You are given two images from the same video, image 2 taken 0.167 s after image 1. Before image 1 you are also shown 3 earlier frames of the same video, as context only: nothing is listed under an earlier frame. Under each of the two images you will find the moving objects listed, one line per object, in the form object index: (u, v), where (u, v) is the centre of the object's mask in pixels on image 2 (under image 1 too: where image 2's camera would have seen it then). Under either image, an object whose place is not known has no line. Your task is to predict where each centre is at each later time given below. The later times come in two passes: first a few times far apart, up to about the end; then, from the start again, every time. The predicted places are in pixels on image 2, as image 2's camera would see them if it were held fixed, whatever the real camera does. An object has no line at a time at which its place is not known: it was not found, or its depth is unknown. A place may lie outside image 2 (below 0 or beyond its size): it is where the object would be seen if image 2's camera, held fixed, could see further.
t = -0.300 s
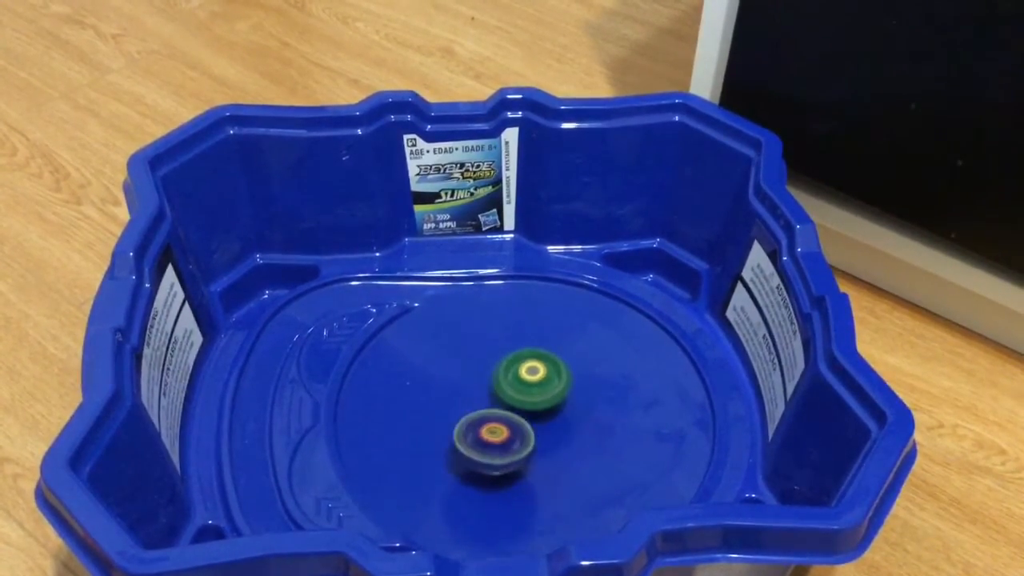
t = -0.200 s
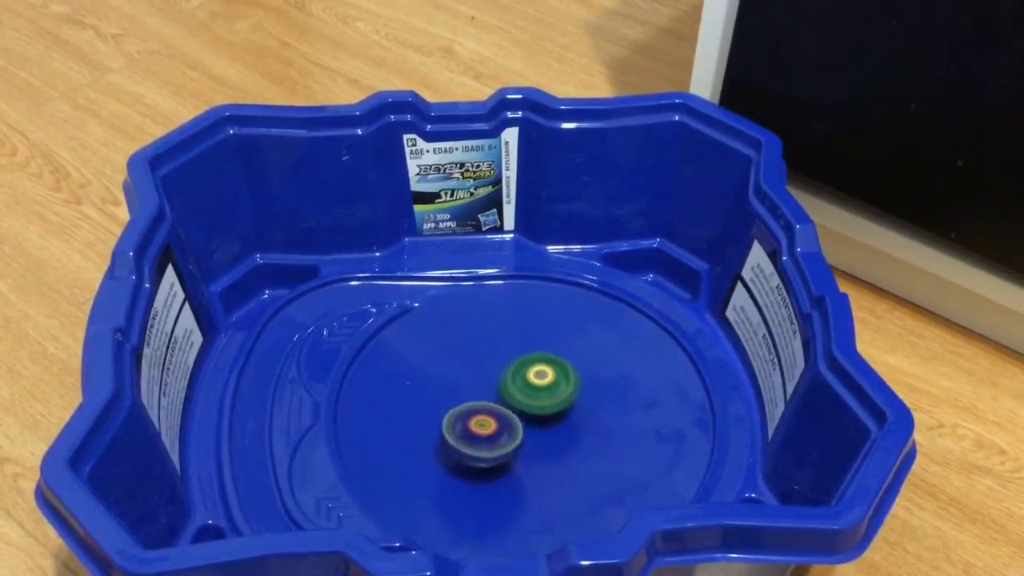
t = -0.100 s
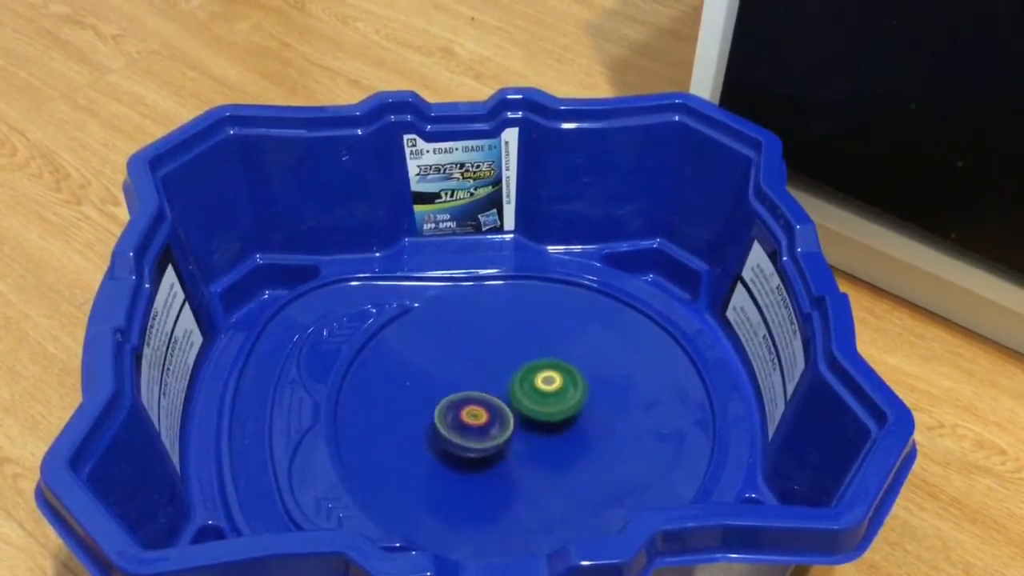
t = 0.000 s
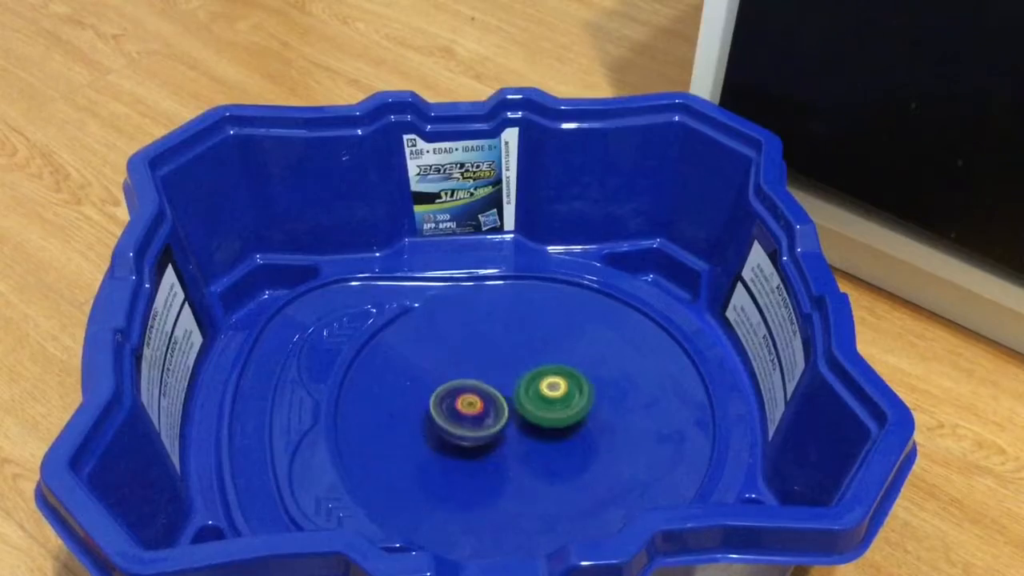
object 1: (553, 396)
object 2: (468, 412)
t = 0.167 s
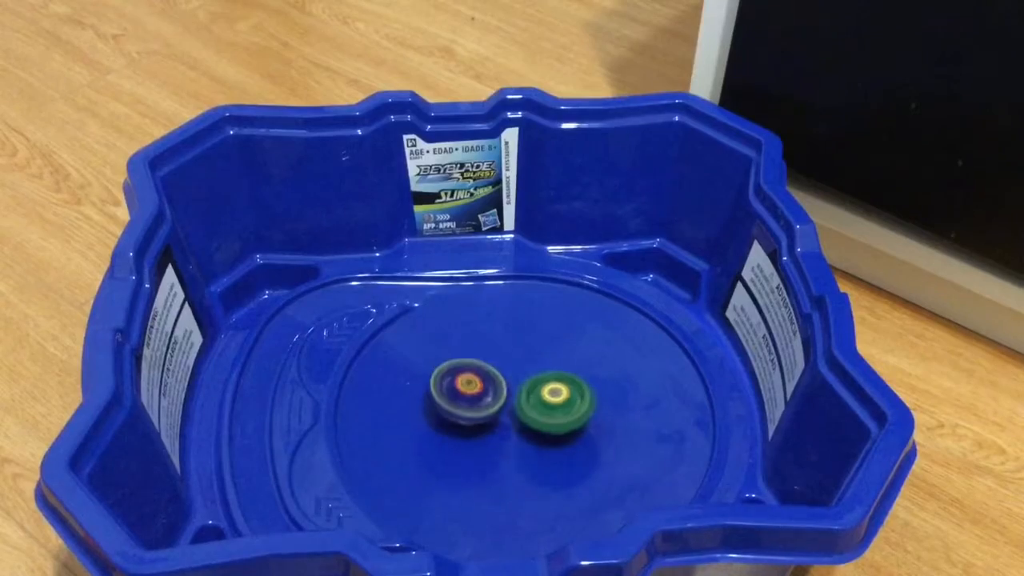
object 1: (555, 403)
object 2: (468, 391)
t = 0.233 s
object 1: (554, 407)
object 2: (471, 383)
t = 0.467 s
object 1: (547, 420)
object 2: (493, 362)
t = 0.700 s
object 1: (534, 428)
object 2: (523, 356)
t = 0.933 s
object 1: (518, 431)
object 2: (551, 367)
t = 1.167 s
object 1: (484, 443)
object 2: (588, 365)
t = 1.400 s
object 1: (474, 441)
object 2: (581, 380)
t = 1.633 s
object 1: (473, 424)
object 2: (564, 407)
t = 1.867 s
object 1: (473, 402)
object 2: (573, 429)
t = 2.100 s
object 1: (494, 390)
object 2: (563, 434)
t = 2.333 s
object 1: (500, 349)
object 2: (559, 465)
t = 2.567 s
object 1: (509, 358)
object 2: (538, 460)
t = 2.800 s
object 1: (516, 373)
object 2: (495, 435)
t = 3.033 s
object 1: (530, 371)
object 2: (443, 427)
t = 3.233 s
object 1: (534, 373)
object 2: (434, 416)
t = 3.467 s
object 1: (558, 380)
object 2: (433, 391)
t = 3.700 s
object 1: (604, 390)
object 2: (409, 375)
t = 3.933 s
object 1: (580, 396)
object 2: (461, 378)
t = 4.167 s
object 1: (584, 396)
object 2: (474, 382)
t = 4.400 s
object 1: (578, 383)
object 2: (483, 401)
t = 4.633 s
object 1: (563, 376)
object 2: (476, 415)
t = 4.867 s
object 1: (548, 369)
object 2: (476, 427)
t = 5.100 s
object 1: (536, 360)
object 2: (487, 427)
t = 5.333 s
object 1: (525, 358)
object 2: (502, 419)
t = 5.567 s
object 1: (516, 361)
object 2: (486, 427)
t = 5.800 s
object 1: (505, 365)
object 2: (486, 443)
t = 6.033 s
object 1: (494, 370)
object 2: (498, 438)
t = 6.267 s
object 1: (491, 361)
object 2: (510, 444)
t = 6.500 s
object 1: (494, 369)
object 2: (523, 446)
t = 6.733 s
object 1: (487, 381)
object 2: (530, 439)
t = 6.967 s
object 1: (473, 381)
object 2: (541, 425)
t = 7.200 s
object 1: (479, 382)
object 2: (554, 419)
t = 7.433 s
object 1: (484, 391)
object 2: (568, 413)
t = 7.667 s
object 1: (473, 395)
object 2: (565, 409)
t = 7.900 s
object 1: (473, 391)
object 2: (557, 402)
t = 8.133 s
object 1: (474, 384)
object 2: (580, 412)
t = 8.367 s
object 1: (475, 390)
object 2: (580, 422)
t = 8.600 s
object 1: (472, 394)
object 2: (546, 423)
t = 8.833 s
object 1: (474, 391)
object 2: (534, 425)
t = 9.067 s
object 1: (484, 381)
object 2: (532, 442)
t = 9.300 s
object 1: (483, 383)
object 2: (524, 439)
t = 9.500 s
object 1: (492, 381)
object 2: (521, 437)
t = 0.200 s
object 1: (554, 405)
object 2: (468, 387)
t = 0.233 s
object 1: (554, 407)
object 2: (471, 383)
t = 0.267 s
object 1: (554, 409)
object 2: (473, 380)
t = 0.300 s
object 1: (553, 411)
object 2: (476, 376)
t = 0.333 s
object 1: (552, 413)
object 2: (478, 373)
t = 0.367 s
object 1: (552, 415)
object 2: (482, 370)
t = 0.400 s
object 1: (550, 417)
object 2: (485, 367)
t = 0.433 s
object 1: (549, 418)
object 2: (489, 365)
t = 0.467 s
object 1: (547, 420)
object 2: (493, 362)
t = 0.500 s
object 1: (545, 422)
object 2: (497, 360)
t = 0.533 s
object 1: (543, 423)
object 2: (501, 359)
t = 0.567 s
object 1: (542, 424)
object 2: (505, 357)
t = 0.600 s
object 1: (540, 426)
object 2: (509, 357)
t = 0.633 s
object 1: (538, 427)
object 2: (514, 356)
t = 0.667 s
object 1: (536, 428)
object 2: (519, 356)
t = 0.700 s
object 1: (534, 428)
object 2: (523, 356)
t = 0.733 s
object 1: (532, 429)
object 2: (527, 357)
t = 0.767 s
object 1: (529, 430)
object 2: (532, 358)
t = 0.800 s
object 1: (527, 430)
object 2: (536, 358)
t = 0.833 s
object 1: (524, 431)
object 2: (540, 361)
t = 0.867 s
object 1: (522, 431)
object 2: (544, 363)
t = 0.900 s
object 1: (521, 431)
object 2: (547, 365)
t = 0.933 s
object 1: (518, 431)
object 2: (551, 367)
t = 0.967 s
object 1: (516, 430)
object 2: (554, 370)
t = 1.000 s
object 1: (511, 432)
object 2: (558, 372)
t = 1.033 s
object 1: (501, 437)
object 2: (569, 368)
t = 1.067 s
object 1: (493, 440)
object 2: (576, 366)
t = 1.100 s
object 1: (490, 441)
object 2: (581, 365)
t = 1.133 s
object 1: (487, 442)
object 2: (585, 365)
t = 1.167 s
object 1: (484, 443)
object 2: (588, 365)
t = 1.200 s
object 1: (482, 444)
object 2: (589, 366)
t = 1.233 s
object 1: (479, 444)
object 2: (590, 367)
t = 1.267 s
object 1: (477, 445)
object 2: (590, 369)
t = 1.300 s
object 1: (476, 444)
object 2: (589, 371)
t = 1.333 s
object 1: (475, 443)
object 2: (587, 374)
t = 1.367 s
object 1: (474, 442)
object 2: (584, 376)
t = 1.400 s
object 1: (474, 441)
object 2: (581, 380)
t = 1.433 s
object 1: (474, 439)
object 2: (578, 384)
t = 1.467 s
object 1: (474, 437)
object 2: (574, 387)
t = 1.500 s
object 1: (476, 434)
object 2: (570, 391)
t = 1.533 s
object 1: (477, 432)
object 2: (566, 396)
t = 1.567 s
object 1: (479, 428)
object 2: (562, 400)
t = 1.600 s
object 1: (479, 426)
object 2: (561, 404)
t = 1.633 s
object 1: (473, 424)
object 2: (564, 407)
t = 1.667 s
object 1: (472, 421)
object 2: (565, 410)
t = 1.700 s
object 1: (473, 418)
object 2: (565, 413)
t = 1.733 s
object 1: (475, 416)
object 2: (564, 416)
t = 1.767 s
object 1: (476, 413)
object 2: (564, 419)
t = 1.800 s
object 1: (471, 408)
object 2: (569, 424)
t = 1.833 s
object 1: (471, 405)
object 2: (572, 427)
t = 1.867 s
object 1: (473, 402)
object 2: (573, 429)
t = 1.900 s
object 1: (474, 400)
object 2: (574, 431)
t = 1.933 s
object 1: (477, 398)
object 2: (574, 433)
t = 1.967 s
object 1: (480, 396)
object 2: (573, 434)
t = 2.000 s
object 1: (483, 394)
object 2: (571, 435)
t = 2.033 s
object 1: (486, 392)
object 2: (569, 435)
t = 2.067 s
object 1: (490, 391)
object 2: (567, 435)
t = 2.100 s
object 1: (494, 390)
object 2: (563, 434)
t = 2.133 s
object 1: (498, 388)
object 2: (559, 434)
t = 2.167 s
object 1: (501, 386)
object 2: (555, 436)
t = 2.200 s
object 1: (499, 375)
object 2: (559, 445)
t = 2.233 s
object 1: (498, 364)
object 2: (561, 453)
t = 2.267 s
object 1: (498, 355)
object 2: (560, 459)
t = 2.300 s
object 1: (499, 350)
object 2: (560, 462)
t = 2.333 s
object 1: (500, 349)
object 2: (559, 465)
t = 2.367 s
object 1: (501, 348)
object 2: (558, 466)
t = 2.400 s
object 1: (502, 349)
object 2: (556, 466)
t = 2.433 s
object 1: (503, 350)
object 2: (553, 467)
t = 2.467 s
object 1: (505, 352)
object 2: (550, 466)
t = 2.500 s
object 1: (506, 353)
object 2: (546, 464)
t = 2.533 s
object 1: (508, 356)
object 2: (542, 462)
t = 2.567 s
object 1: (509, 358)
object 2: (538, 460)
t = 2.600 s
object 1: (510, 361)
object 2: (533, 456)
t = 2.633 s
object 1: (511, 363)
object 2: (527, 453)
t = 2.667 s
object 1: (512, 366)
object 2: (522, 449)
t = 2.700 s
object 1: (512, 370)
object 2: (516, 445)
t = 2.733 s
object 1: (513, 372)
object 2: (511, 440)
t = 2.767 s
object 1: (513, 374)
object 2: (505, 435)
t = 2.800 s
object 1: (516, 373)
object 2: (495, 435)
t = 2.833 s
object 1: (518, 372)
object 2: (488, 433)
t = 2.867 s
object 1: (518, 373)
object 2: (481, 431)
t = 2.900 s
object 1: (517, 375)
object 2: (476, 428)
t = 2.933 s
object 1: (518, 376)
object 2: (471, 426)
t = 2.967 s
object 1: (523, 372)
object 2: (460, 427)
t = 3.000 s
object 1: (529, 371)
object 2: (450, 427)
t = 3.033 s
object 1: (530, 371)
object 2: (443, 427)
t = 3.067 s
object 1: (531, 371)
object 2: (439, 426)
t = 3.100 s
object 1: (532, 371)
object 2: (436, 425)
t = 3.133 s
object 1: (532, 371)
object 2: (434, 423)
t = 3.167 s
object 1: (533, 372)
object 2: (433, 421)
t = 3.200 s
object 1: (534, 372)
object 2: (433, 418)
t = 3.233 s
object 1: (534, 373)
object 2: (434, 416)
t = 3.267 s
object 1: (534, 374)
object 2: (437, 413)
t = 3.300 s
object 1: (534, 374)
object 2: (440, 410)
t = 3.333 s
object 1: (532, 375)
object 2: (443, 406)
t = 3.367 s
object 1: (532, 376)
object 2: (448, 404)
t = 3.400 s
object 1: (531, 377)
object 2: (453, 401)
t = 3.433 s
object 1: (534, 378)
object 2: (450, 396)
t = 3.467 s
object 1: (558, 380)
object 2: (433, 391)
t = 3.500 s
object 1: (579, 382)
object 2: (420, 387)
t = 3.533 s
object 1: (592, 384)
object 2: (410, 382)
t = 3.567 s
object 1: (601, 385)
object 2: (405, 380)
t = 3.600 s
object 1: (604, 388)
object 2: (404, 378)
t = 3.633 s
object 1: (604, 389)
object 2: (404, 377)
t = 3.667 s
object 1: (604, 389)
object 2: (406, 376)
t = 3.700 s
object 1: (604, 390)
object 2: (409, 375)
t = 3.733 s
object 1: (602, 391)
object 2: (414, 375)
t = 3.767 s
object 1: (601, 392)
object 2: (419, 375)
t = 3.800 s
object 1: (598, 393)
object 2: (426, 375)
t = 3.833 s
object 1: (594, 395)
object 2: (434, 376)
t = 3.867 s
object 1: (589, 396)
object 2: (442, 376)
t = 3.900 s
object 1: (585, 396)
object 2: (451, 376)
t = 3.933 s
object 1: (580, 396)
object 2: (461, 378)
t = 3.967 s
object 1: (575, 396)
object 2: (470, 380)
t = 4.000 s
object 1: (570, 395)
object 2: (478, 382)
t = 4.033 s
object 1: (570, 395)
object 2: (482, 382)
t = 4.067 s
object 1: (578, 396)
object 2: (475, 381)
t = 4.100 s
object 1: (583, 397)
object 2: (474, 381)
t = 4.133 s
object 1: (585, 397)
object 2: (473, 381)
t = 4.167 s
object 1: (584, 396)
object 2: (474, 382)
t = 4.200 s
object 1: (582, 393)
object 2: (477, 385)
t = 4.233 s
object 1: (581, 391)
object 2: (478, 388)
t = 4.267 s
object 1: (581, 388)
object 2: (481, 391)
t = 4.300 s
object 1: (581, 387)
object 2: (482, 393)
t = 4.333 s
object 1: (580, 385)
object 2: (484, 398)
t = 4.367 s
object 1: (579, 384)
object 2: (485, 399)
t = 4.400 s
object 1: (578, 383)
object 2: (483, 401)
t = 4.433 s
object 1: (577, 382)
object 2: (484, 402)
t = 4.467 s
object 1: (575, 380)
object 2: (483, 403)
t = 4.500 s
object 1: (573, 380)
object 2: (481, 406)
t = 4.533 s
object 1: (570, 378)
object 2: (481, 408)
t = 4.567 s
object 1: (568, 378)
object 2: (479, 410)
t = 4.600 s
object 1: (566, 377)
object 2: (479, 413)
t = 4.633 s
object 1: (563, 376)
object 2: (476, 415)
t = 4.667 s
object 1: (561, 375)
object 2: (475, 418)
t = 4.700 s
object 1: (559, 375)
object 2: (475, 420)
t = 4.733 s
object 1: (556, 373)
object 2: (474, 422)
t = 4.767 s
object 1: (555, 372)
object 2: (474, 424)
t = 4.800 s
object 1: (552, 371)
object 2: (474, 425)
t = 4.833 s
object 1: (550, 370)
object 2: (474, 427)
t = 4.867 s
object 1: (548, 369)
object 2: (476, 427)
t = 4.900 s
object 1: (546, 368)
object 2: (476, 428)
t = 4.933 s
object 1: (544, 366)
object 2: (479, 428)
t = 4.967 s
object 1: (543, 365)
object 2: (480, 428)
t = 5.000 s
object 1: (541, 364)
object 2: (482, 428)
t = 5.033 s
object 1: (540, 363)
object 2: (484, 427)
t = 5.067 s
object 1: (538, 361)
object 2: (485, 427)
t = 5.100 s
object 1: (536, 360)
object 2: (487, 427)
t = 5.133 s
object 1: (535, 360)
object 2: (489, 425)
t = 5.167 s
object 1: (534, 359)
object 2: (492, 425)
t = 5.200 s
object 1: (532, 358)
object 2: (493, 423)
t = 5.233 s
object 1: (531, 358)
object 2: (496, 422)
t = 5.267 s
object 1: (529, 358)
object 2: (499, 421)
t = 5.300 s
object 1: (527, 358)
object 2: (500, 420)
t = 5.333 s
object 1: (525, 358)
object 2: (502, 419)
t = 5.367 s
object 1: (523, 359)
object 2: (500, 418)
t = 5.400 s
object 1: (521, 359)
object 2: (498, 418)
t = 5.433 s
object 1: (520, 359)
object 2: (495, 417)
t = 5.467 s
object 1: (519, 360)
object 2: (490, 419)
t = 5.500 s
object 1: (520, 360)
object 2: (488, 422)
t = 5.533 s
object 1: (518, 362)
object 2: (486, 424)
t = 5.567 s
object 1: (516, 361)
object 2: (486, 427)
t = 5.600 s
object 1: (515, 362)
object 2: (485, 430)
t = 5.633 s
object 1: (513, 362)
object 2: (485, 434)
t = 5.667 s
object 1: (512, 363)
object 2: (485, 436)
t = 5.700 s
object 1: (510, 363)
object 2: (484, 439)
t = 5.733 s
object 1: (509, 364)
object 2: (485, 441)
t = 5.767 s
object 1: (506, 365)
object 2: (485, 442)
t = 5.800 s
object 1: (505, 365)
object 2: (486, 443)
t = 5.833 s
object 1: (503, 366)
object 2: (486, 443)
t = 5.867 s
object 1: (502, 367)
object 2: (487, 443)
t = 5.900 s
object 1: (500, 368)
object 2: (489, 442)
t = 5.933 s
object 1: (499, 368)
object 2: (490, 442)
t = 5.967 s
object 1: (497, 369)
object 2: (494, 440)
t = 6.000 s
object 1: (495, 369)
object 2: (495, 439)
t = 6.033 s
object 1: (494, 370)
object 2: (498, 438)
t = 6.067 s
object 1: (492, 370)
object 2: (499, 435)
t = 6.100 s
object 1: (491, 371)
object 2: (501, 433)
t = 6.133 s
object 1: (489, 370)
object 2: (502, 431)
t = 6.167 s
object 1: (488, 366)
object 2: (503, 436)
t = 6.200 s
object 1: (488, 361)
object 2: (504, 440)
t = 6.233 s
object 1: (491, 360)
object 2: (506, 442)
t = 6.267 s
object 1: (491, 361)
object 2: (510, 444)
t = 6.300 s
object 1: (491, 361)
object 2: (512, 445)
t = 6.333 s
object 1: (491, 362)
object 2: (516, 447)
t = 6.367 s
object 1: (491, 362)
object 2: (517, 447)
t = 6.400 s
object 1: (493, 363)
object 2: (520, 448)
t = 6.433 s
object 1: (493, 364)
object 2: (520, 447)
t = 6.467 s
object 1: (495, 366)
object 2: (522, 447)
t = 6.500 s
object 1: (494, 369)
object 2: (523, 446)
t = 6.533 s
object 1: (494, 370)
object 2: (524, 446)
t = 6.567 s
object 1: (494, 372)
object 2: (526, 444)
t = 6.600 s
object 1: (493, 374)
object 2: (526, 444)
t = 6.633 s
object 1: (493, 376)
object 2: (528, 443)
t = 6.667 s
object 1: (491, 378)
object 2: (528, 442)
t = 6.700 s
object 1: (490, 379)
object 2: (530, 440)
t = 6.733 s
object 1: (487, 381)
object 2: (530, 439)
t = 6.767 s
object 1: (485, 381)
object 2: (532, 437)
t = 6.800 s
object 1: (483, 383)
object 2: (533, 436)
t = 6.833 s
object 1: (480, 383)
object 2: (534, 434)
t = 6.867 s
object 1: (478, 382)
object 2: (535, 432)
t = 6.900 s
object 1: (476, 382)
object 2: (537, 430)
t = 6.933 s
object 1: (474, 381)
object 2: (539, 427)
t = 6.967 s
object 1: (473, 381)
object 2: (541, 425)
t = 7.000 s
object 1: (472, 380)
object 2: (542, 423)
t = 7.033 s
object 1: (473, 380)
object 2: (543, 423)
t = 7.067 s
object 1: (473, 380)
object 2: (544, 422)
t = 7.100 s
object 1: (474, 380)
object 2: (545, 422)
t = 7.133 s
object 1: (475, 380)
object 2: (548, 421)
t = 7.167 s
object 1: (477, 380)
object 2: (550, 420)
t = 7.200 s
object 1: (479, 382)
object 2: (554, 419)
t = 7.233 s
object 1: (480, 383)
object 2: (556, 417)
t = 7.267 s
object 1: (482, 384)
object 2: (560, 416)
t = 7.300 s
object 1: (482, 385)
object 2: (562, 416)
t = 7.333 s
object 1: (484, 386)
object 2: (565, 416)
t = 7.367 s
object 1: (484, 388)
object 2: (565, 415)
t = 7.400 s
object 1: (484, 389)
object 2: (568, 414)
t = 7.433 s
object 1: (484, 391)
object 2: (568, 413)
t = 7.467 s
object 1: (483, 392)
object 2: (569, 413)
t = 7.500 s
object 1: (482, 393)
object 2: (568, 412)
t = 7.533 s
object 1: (481, 394)
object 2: (568, 412)
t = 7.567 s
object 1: (479, 395)
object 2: (567, 410)
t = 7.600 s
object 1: (477, 395)
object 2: (567, 410)
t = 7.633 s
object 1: (473, 395)
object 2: (566, 409)
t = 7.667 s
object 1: (473, 395)
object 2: (565, 409)
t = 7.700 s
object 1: (471, 394)
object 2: (565, 408)
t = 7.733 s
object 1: (471, 393)
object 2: (564, 408)
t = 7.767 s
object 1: (471, 393)
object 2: (563, 407)
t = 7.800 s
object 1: (470, 392)
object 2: (561, 406)
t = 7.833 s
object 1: (471, 391)
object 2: (560, 405)
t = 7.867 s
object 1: (471, 392)
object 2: (557, 403)
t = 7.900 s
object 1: (473, 391)
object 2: (557, 402)
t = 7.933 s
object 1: (475, 392)
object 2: (556, 401)
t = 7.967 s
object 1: (475, 392)
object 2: (557, 402)
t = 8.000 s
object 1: (474, 391)
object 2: (561, 405)
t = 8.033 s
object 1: (469, 388)
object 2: (570, 408)
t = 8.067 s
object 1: (469, 384)
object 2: (573, 410)
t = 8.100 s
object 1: (472, 384)
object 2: (578, 412)
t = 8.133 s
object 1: (474, 384)
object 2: (580, 412)
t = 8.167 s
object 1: (476, 386)
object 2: (584, 414)
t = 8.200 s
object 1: (476, 388)
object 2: (585, 415)
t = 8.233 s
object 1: (475, 390)
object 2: (586, 417)
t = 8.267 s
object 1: (474, 390)
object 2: (586, 419)
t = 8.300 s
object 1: (474, 390)
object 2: (585, 420)
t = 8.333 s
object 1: (474, 390)
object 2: (582, 421)
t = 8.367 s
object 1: (475, 390)
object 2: (580, 422)
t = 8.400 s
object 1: (476, 392)
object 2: (575, 423)
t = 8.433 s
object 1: (474, 393)
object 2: (571, 424)
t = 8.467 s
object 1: (473, 393)
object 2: (566, 423)
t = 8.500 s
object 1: (473, 394)
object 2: (562, 423)
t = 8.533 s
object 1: (473, 394)
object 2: (556, 422)
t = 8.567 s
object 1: (474, 394)
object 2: (552, 422)
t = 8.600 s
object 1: (472, 394)
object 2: (546, 423)
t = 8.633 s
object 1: (468, 391)
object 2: (546, 423)
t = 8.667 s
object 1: (468, 389)
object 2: (544, 424)
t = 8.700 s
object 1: (470, 388)
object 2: (543, 424)
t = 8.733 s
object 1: (472, 389)
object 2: (540, 422)
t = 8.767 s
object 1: (473, 391)
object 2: (539, 422)
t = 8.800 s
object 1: (474, 392)
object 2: (536, 423)
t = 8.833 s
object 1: (474, 391)
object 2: (534, 425)
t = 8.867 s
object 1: (475, 388)
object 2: (533, 430)
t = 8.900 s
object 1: (478, 385)
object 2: (532, 432)
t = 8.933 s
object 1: (479, 383)
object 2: (532, 435)
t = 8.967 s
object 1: (480, 381)
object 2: (532, 436)
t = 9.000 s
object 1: (482, 380)
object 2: (533, 439)
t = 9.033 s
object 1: (484, 381)
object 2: (531, 441)
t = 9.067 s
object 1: (484, 381)
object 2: (532, 442)
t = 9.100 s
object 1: (484, 382)
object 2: (530, 444)
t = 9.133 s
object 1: (484, 382)
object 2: (529, 443)
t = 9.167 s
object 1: (484, 383)
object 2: (528, 444)
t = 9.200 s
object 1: (484, 383)
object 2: (526, 442)
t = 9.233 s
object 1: (484, 384)
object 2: (527, 441)
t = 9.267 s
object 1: (484, 383)
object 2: (525, 440)
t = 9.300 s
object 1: (483, 383)
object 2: (524, 439)
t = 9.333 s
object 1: (483, 381)
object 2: (521, 439)
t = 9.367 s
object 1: (483, 379)
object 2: (522, 439)
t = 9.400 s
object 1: (485, 377)
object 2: (521, 440)
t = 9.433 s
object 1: (489, 378)
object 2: (521, 439)
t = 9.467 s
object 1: (491, 379)
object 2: (523, 438)
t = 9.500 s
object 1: (492, 381)
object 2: (521, 437)
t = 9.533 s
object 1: (492, 383)
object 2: (522, 436)
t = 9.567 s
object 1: (491, 385)
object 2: (520, 436)
